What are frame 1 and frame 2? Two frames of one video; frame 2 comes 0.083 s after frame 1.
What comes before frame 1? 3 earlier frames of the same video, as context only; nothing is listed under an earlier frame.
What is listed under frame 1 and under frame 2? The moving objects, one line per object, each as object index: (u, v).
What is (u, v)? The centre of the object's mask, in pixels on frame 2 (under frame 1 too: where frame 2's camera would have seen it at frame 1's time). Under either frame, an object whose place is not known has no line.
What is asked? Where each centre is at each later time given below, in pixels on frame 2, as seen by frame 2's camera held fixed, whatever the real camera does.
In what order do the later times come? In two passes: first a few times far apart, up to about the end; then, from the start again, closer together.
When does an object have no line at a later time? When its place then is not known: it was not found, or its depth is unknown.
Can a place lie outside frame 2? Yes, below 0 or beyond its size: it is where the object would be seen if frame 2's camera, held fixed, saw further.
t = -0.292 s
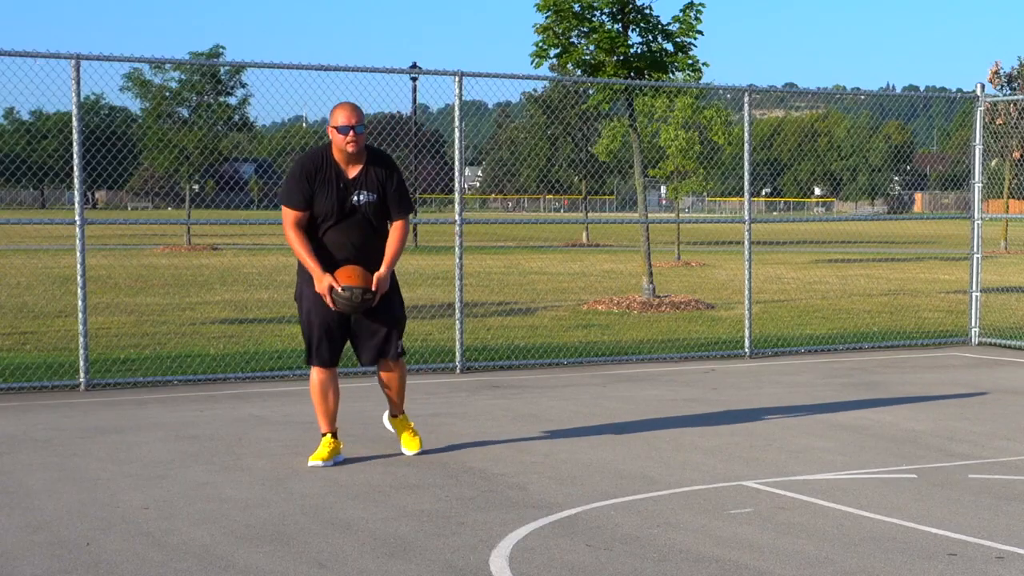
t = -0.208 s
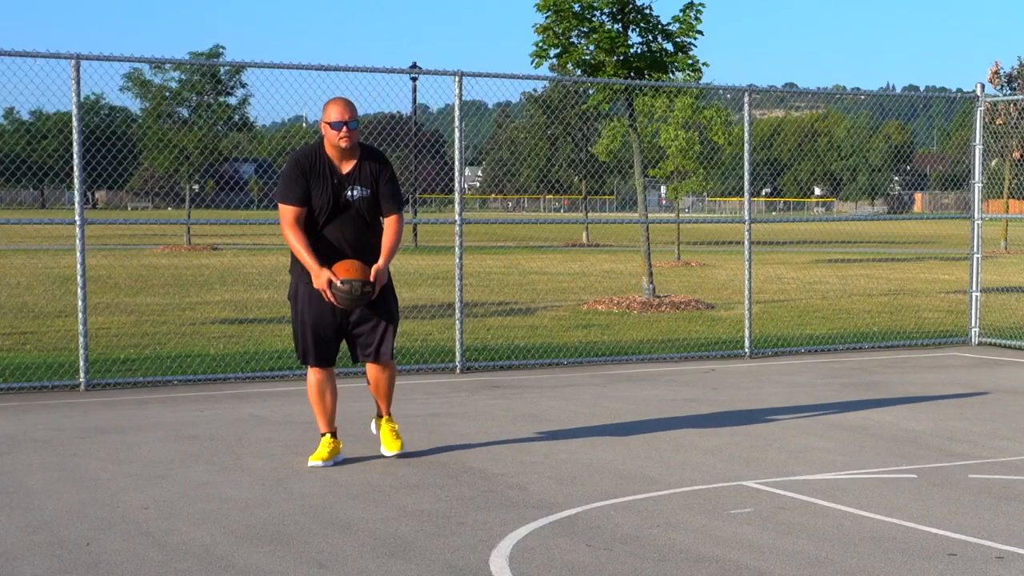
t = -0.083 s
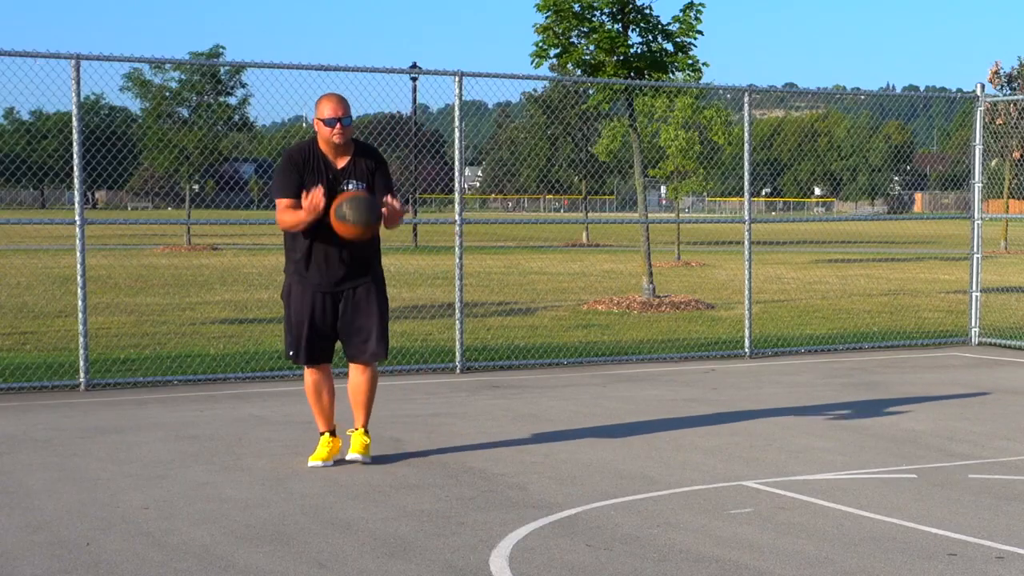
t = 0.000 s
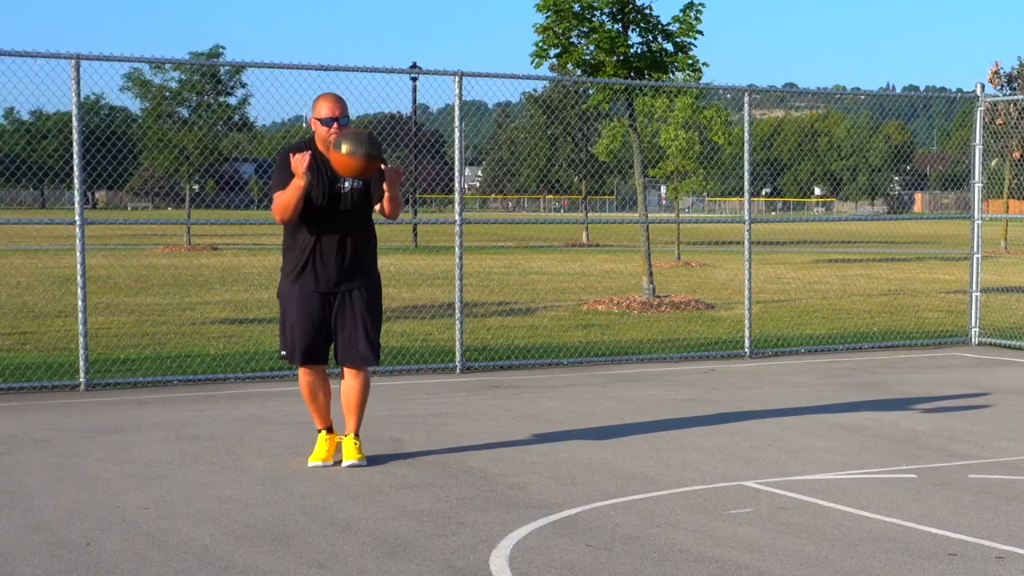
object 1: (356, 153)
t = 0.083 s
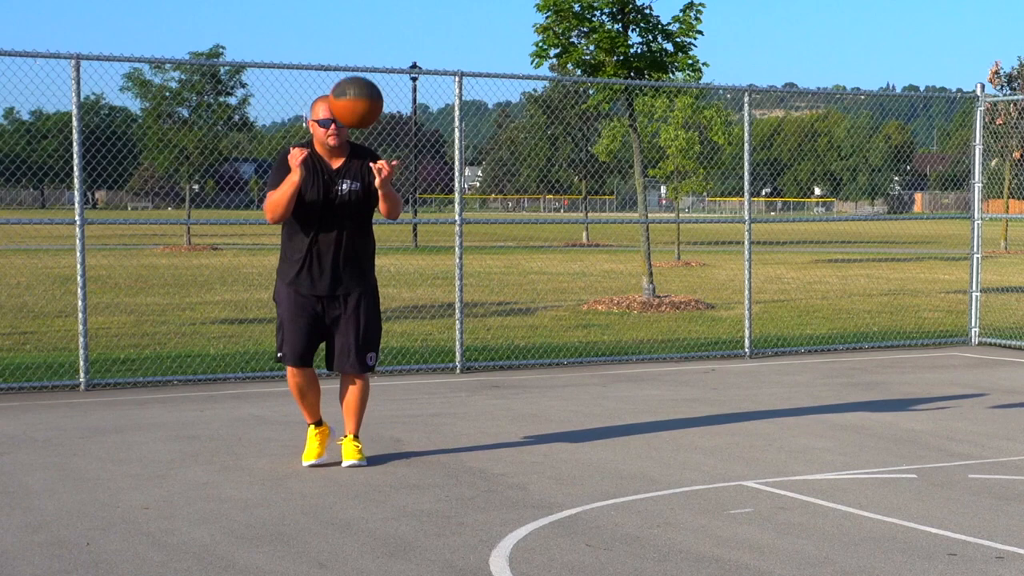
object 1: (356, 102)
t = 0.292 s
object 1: (356, 34)
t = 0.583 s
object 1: (357, 106)
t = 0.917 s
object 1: (366, 502)
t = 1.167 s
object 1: (328, 304)
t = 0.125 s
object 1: (356, 82)
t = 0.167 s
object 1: (356, 65)
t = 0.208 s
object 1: (356, 50)
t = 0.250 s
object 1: (356, 40)
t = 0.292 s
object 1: (356, 34)
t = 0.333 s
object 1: (356, 31)
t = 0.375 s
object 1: (356, 32)
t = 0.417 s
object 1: (356, 38)
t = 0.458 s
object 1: (356, 48)
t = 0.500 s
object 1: (357, 62)
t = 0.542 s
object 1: (357, 81)
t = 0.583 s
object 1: (357, 106)
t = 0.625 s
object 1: (357, 136)
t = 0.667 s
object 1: (358, 170)
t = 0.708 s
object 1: (359, 212)
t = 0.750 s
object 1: (360, 257)
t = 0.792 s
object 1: (361, 308)
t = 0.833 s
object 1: (362, 365)
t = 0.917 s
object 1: (366, 502)
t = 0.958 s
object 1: (363, 516)
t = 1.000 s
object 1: (355, 464)
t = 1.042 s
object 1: (348, 417)
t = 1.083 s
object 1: (341, 375)
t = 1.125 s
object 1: (335, 337)
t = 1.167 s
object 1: (328, 304)
